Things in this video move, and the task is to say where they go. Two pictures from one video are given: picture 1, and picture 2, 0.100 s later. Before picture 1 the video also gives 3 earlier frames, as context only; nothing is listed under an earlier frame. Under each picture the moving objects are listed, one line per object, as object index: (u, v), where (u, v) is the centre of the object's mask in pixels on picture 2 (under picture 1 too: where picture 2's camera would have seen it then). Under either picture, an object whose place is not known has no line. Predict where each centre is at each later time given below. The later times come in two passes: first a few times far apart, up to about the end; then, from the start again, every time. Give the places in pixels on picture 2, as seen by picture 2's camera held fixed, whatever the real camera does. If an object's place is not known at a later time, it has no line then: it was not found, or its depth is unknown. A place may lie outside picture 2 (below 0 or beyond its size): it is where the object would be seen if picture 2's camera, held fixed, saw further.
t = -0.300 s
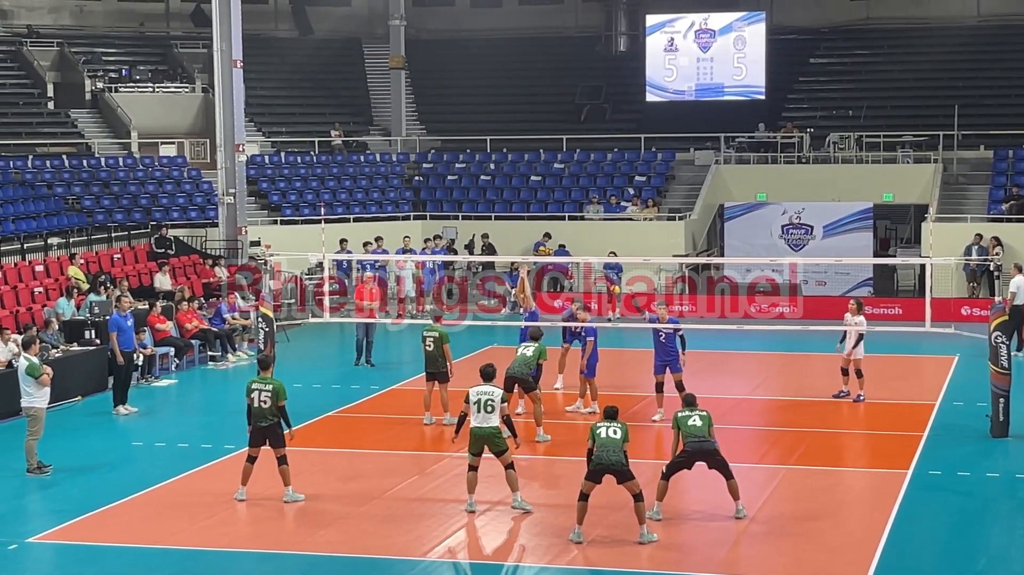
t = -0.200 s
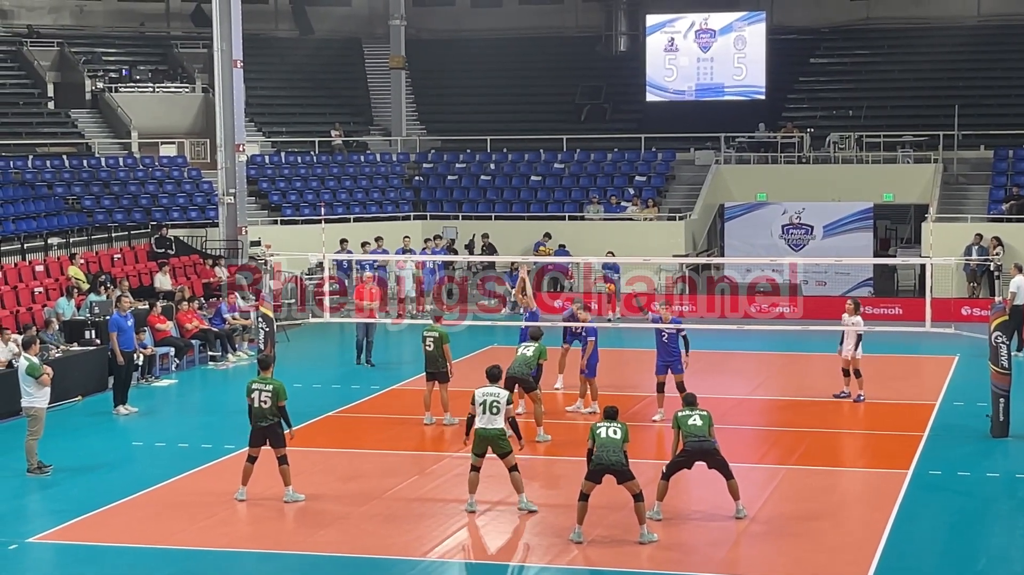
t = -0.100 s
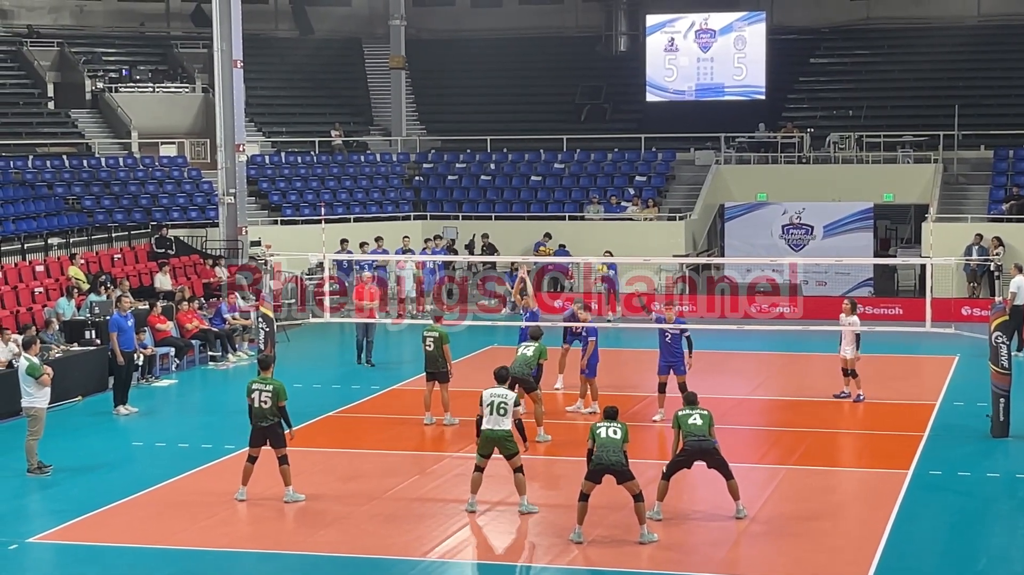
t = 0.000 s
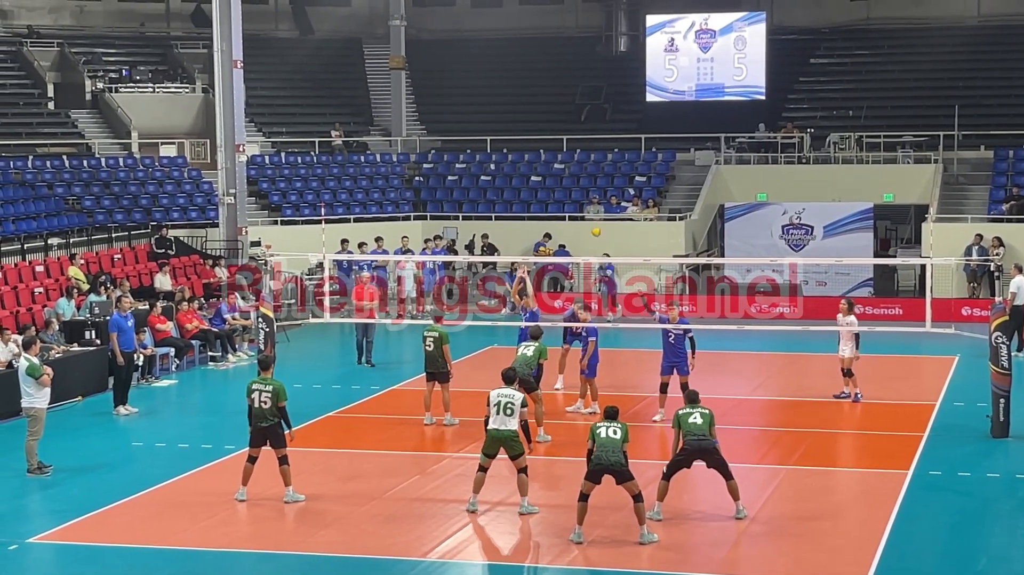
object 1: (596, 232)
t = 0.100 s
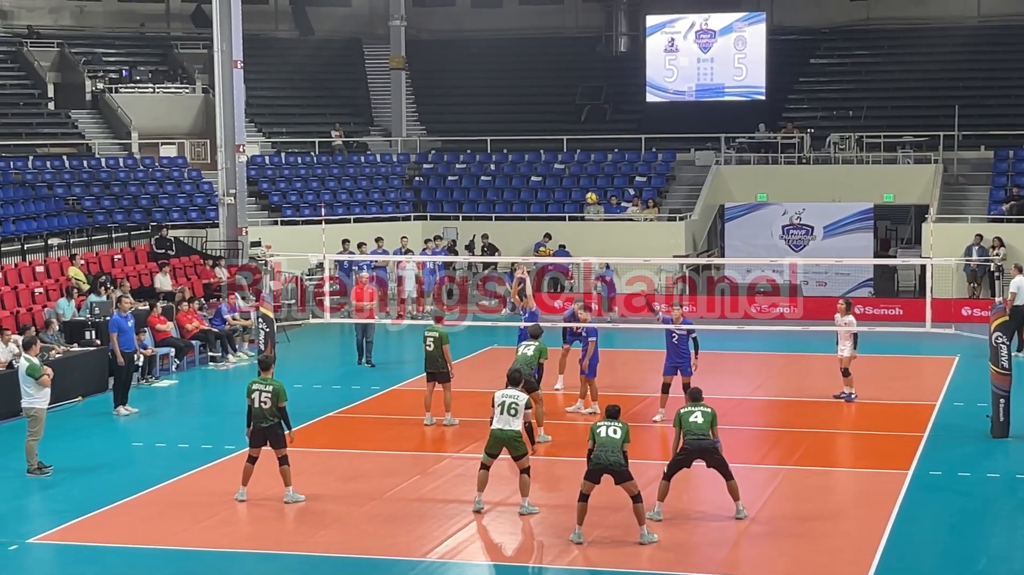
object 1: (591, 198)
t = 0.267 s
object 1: (580, 151)
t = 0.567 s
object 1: (561, 100)
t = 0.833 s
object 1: (545, 90)
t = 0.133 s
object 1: (589, 187)
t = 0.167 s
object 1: (586, 177)
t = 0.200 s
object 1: (585, 168)
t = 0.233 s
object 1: (582, 159)
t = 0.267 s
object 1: (580, 151)
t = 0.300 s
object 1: (578, 144)
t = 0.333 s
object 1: (576, 136)
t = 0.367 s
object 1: (574, 129)
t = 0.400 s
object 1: (572, 123)
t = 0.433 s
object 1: (570, 117)
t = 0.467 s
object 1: (568, 112)
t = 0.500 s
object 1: (566, 108)
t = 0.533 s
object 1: (563, 103)
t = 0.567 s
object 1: (561, 100)
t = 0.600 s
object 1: (559, 97)
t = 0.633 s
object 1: (557, 94)
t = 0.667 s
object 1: (555, 92)
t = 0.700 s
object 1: (553, 91)
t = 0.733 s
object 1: (551, 90)
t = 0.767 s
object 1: (549, 89)
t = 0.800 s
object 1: (547, 90)
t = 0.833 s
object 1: (545, 90)
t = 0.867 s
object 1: (543, 91)
